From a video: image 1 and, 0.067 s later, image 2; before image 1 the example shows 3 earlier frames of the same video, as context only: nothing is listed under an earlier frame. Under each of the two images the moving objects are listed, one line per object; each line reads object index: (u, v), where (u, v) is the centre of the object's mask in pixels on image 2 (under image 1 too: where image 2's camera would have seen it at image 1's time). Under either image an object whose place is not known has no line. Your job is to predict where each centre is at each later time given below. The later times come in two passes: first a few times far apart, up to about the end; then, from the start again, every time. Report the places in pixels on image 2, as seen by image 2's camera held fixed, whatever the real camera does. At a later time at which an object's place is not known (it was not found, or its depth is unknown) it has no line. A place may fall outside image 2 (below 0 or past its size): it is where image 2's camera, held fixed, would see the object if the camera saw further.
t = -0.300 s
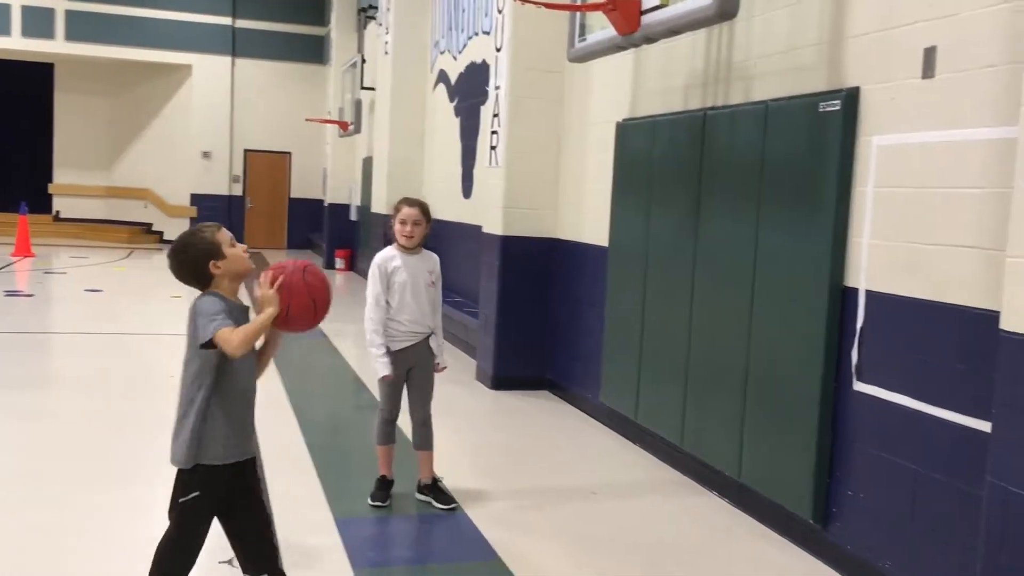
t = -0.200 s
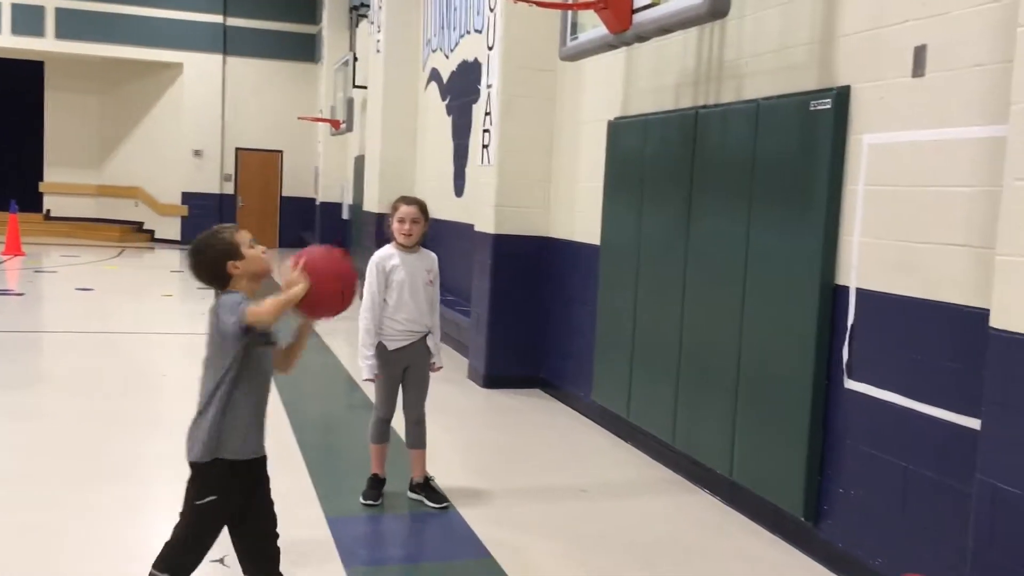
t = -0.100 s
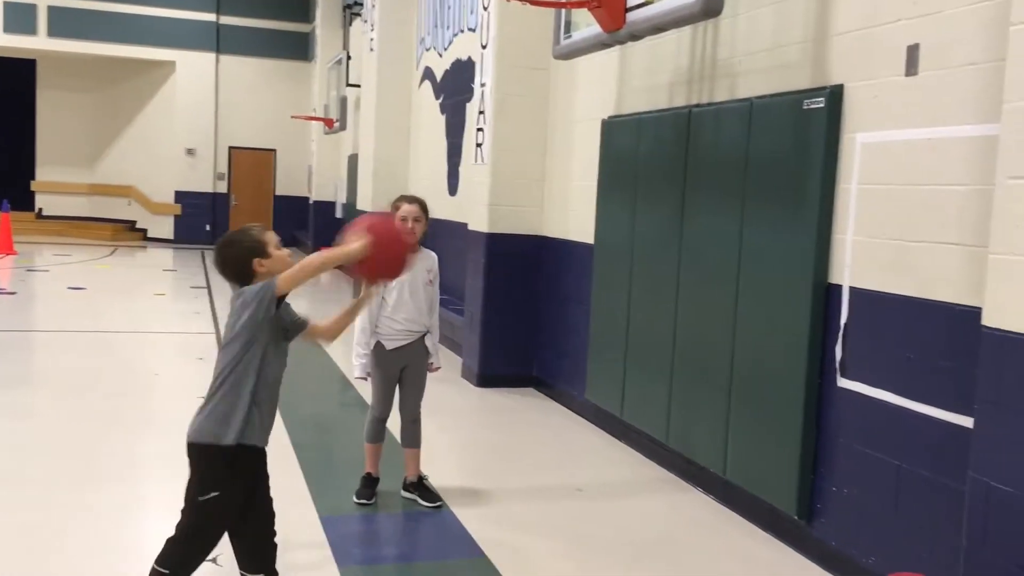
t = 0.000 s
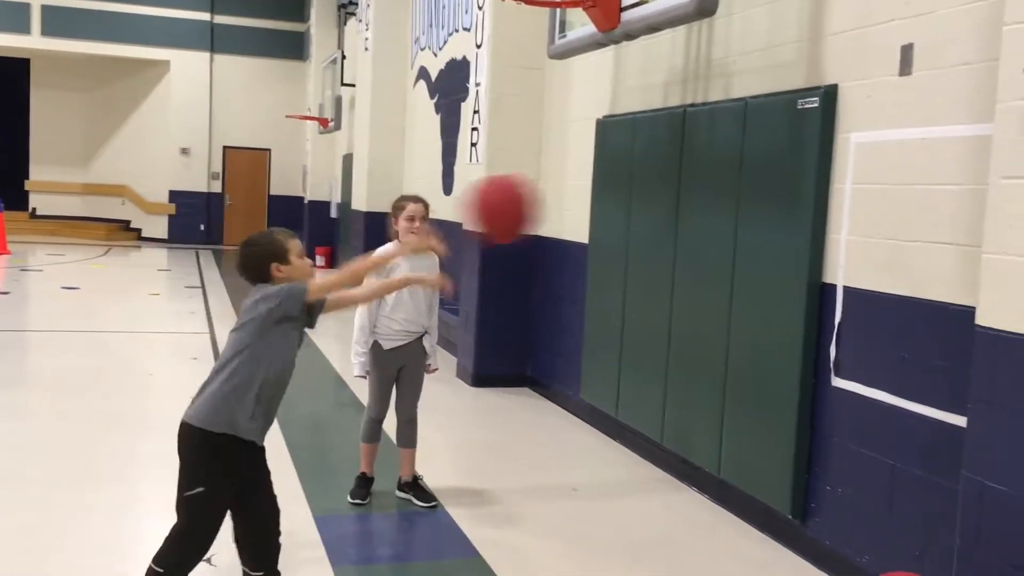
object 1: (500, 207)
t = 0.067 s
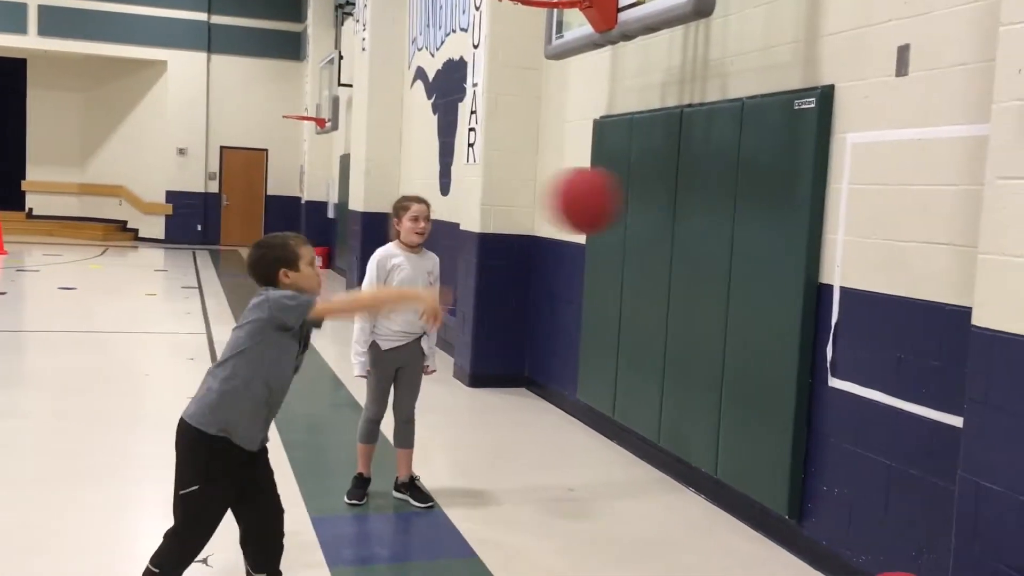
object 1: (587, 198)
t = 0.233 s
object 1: (773, 230)
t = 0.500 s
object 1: (690, 389)
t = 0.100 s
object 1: (625, 200)
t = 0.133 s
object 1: (662, 203)
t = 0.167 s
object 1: (701, 210)
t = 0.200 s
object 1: (738, 219)
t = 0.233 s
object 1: (773, 230)
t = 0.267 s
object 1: (803, 244)
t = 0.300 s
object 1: (837, 261)
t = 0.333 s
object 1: (839, 280)
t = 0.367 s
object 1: (809, 295)
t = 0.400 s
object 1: (784, 313)
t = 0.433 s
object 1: (753, 335)
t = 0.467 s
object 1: (722, 360)
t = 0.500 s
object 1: (690, 389)
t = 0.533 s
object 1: (657, 421)
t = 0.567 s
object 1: (624, 458)
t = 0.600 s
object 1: (588, 500)
